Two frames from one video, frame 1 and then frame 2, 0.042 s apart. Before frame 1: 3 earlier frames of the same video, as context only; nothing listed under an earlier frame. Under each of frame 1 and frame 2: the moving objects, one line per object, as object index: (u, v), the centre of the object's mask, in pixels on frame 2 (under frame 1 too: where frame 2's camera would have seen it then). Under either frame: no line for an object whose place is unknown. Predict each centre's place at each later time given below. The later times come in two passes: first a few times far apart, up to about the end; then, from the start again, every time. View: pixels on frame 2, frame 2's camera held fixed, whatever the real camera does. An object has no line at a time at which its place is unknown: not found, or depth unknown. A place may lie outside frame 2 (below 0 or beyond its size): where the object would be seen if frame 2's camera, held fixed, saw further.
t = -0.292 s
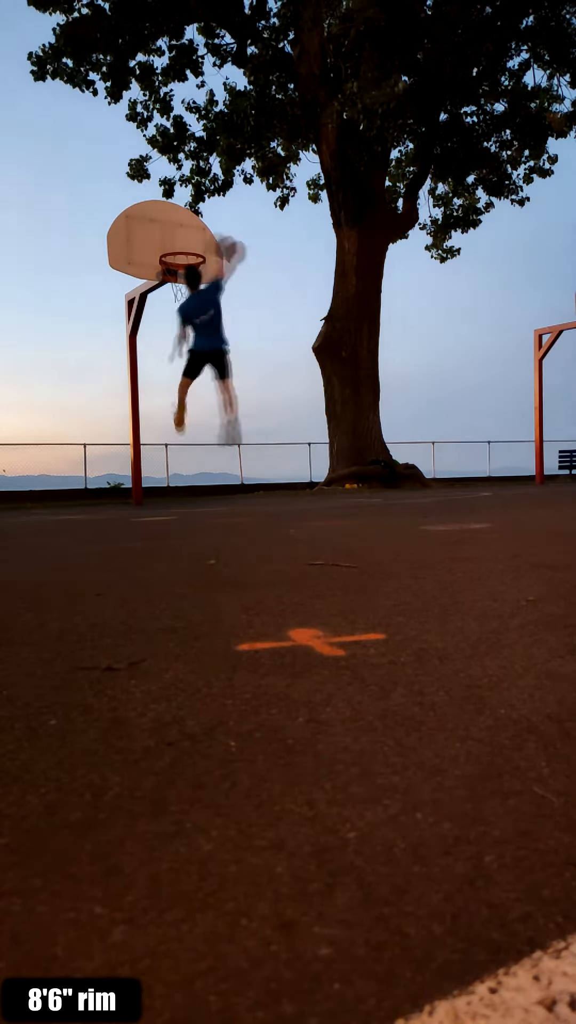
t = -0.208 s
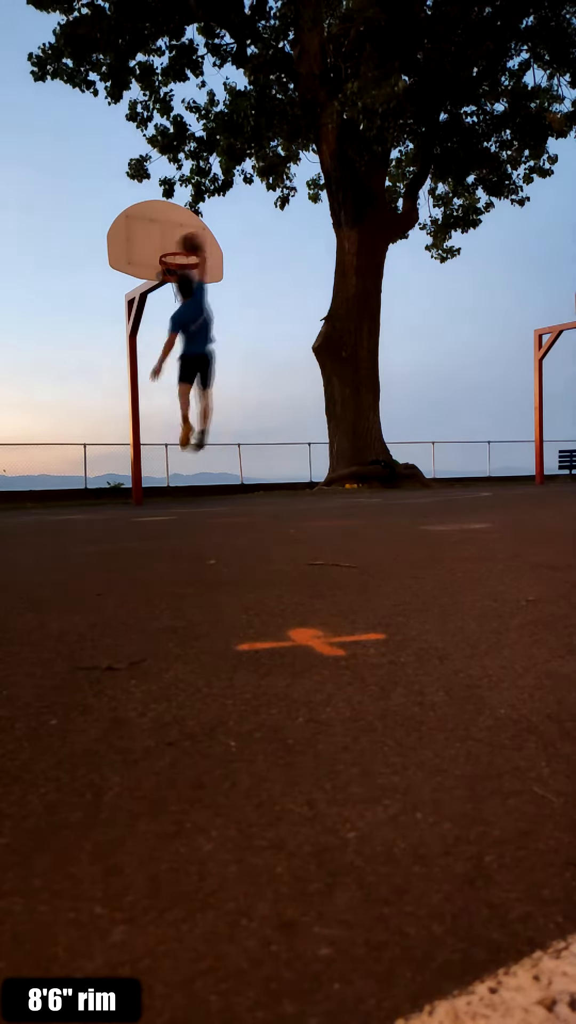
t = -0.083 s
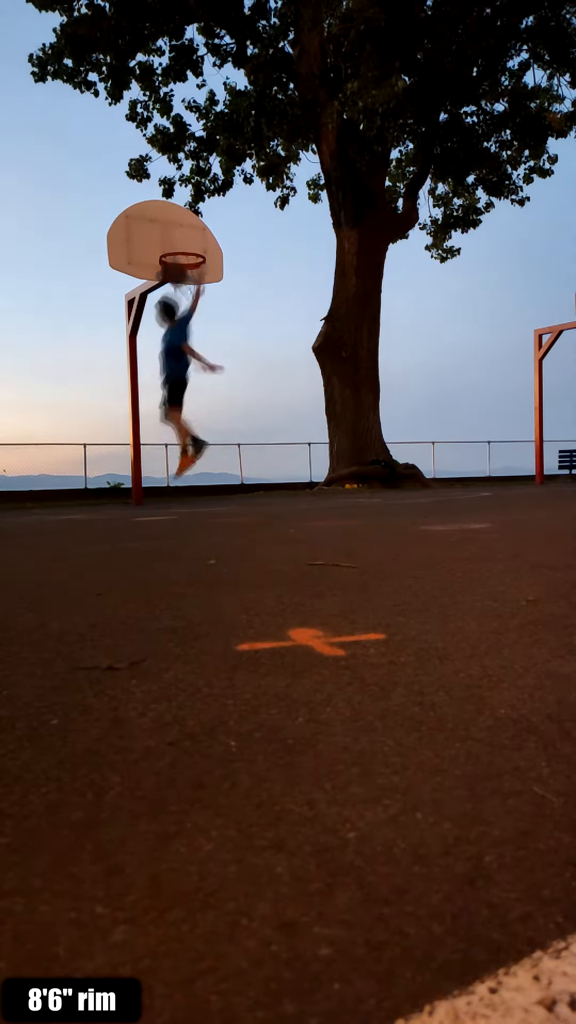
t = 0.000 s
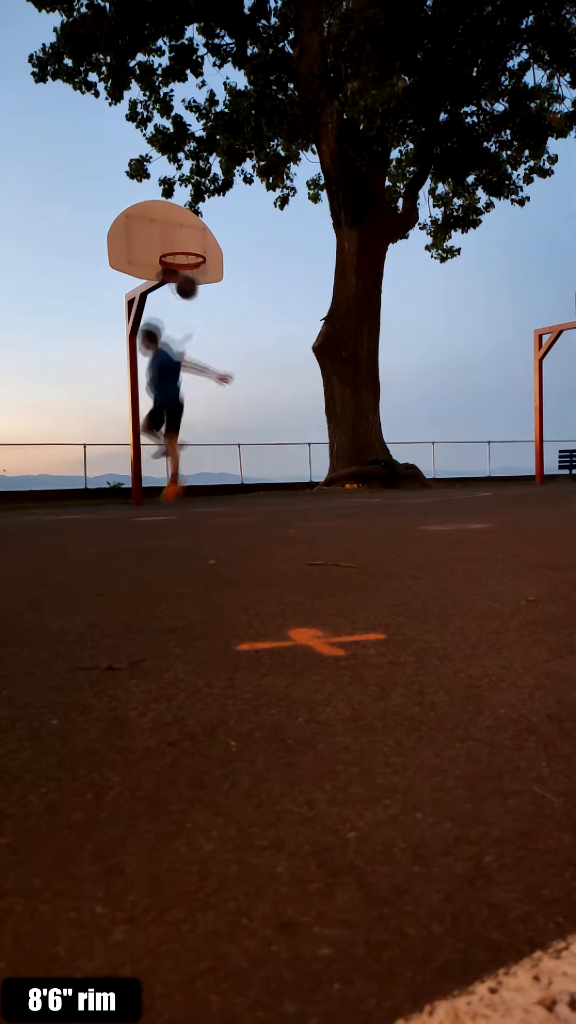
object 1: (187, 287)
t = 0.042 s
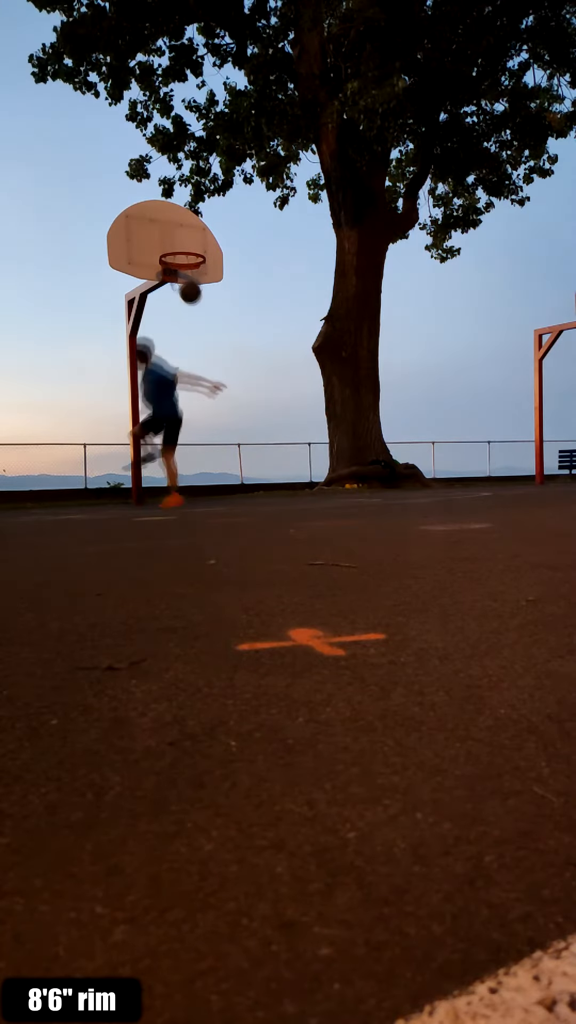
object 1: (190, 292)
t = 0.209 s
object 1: (204, 324)
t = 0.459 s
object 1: (228, 415)
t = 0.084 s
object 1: (194, 299)
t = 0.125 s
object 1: (197, 305)
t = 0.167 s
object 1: (201, 313)
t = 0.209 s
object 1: (204, 324)
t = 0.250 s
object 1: (208, 335)
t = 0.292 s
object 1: (212, 350)
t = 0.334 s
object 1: (216, 363)
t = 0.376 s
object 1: (221, 381)
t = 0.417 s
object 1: (224, 396)
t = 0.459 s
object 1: (228, 415)
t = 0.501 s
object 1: (232, 436)
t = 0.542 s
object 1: (236, 459)
